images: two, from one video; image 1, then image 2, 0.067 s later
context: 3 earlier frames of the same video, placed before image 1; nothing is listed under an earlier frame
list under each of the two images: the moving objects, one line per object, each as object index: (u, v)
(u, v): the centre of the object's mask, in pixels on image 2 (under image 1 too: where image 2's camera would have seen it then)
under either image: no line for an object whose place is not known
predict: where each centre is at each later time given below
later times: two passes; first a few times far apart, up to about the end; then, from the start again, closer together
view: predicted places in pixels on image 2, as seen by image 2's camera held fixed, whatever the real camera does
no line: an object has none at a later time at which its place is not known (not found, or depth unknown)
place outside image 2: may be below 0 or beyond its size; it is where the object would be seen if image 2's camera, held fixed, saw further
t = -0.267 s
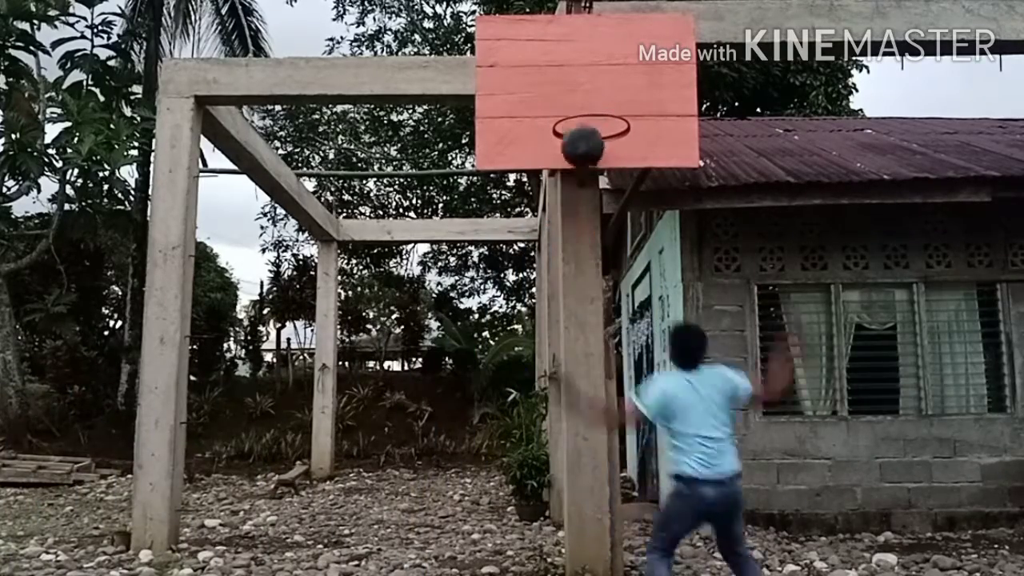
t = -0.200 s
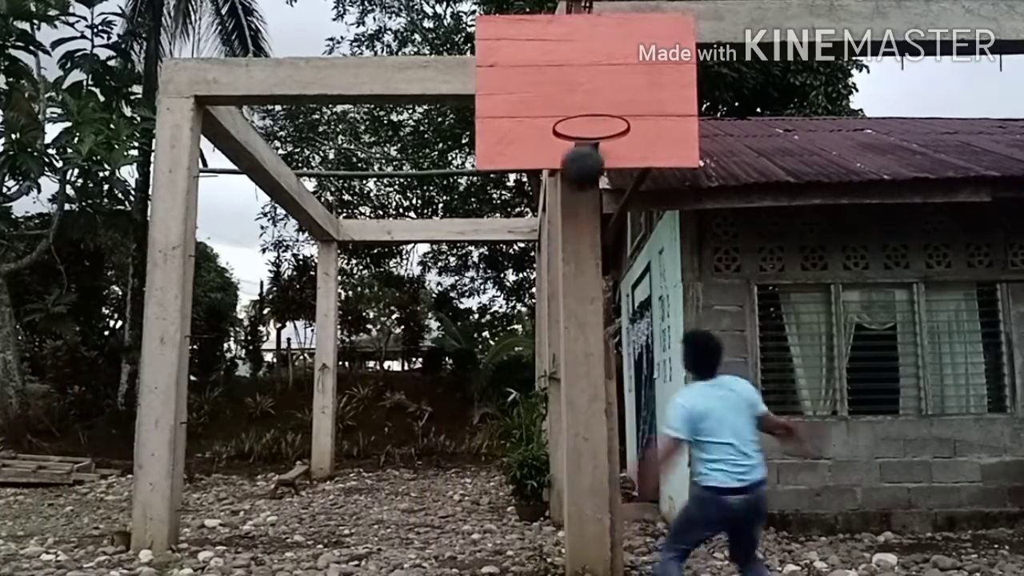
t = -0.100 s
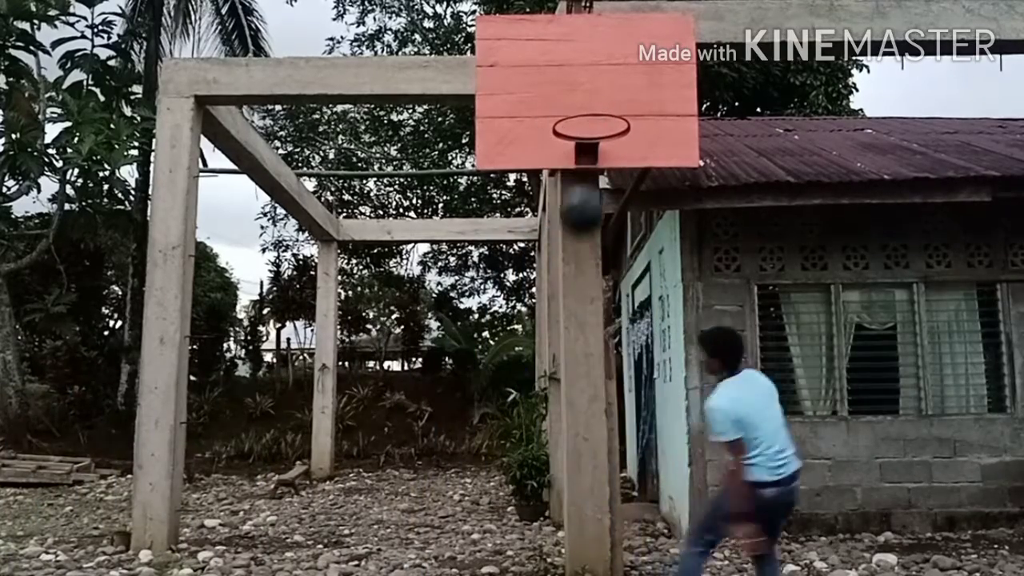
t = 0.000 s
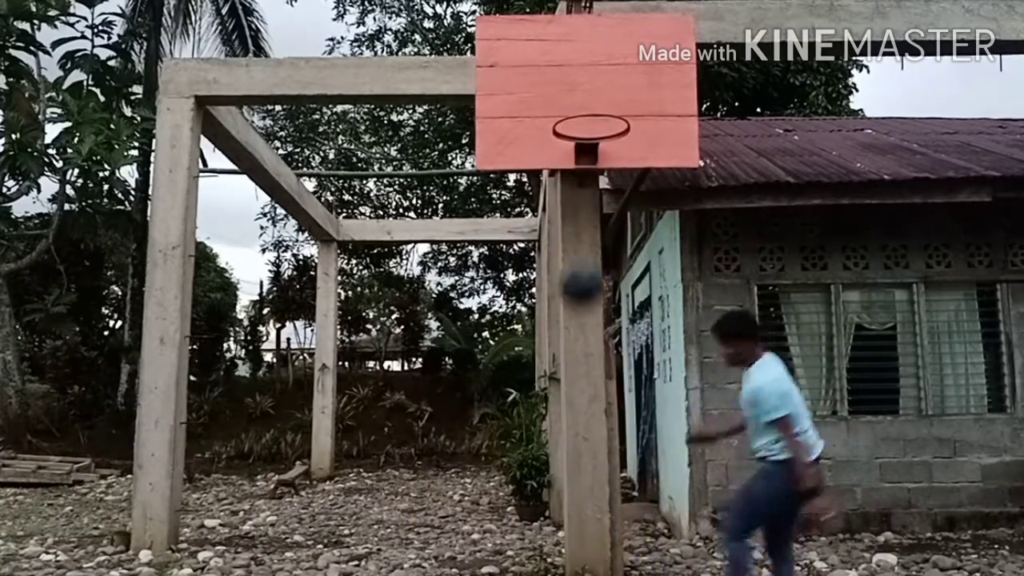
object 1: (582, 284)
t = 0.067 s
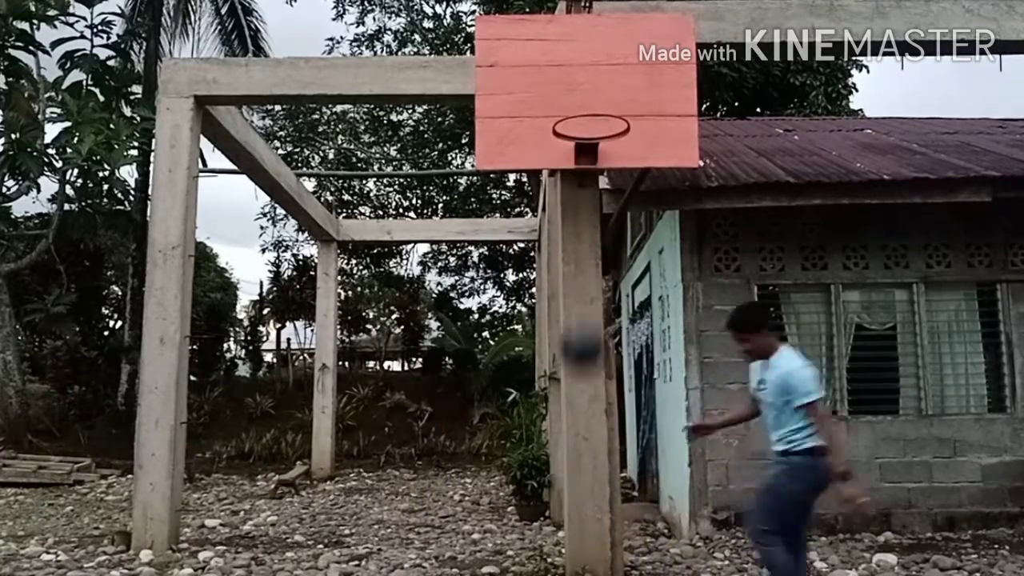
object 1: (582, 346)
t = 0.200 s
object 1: (587, 517)
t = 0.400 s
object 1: (588, 537)
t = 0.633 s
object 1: (585, 338)
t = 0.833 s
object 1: (586, 255)
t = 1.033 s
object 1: (588, 266)
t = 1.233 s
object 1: (595, 413)
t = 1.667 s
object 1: (610, 547)
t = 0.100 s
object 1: (584, 382)
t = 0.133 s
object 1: (585, 423)
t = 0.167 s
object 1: (585, 471)
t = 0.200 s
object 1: (587, 517)
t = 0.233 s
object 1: (590, 562)
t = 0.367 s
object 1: (595, 566)
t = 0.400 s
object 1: (588, 537)
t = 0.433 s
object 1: (587, 500)
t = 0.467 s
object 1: (586, 467)
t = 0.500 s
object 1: (587, 439)
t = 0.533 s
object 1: (586, 410)
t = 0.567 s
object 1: (586, 384)
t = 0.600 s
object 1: (587, 360)
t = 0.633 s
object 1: (585, 338)
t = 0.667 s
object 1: (585, 317)
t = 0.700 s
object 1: (585, 300)
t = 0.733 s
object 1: (586, 286)
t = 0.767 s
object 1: (586, 274)
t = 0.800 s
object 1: (586, 263)
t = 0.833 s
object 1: (586, 255)
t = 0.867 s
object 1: (586, 250)
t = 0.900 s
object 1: (586, 247)
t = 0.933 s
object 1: (586, 247)
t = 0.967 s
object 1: (587, 251)
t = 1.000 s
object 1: (587, 256)
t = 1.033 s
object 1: (588, 266)
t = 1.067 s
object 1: (588, 281)
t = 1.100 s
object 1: (590, 296)
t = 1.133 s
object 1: (591, 319)
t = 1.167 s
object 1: (592, 344)
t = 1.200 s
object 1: (593, 375)
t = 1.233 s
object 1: (595, 413)
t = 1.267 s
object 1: (596, 455)
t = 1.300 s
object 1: (599, 504)
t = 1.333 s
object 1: (599, 551)
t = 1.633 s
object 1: (610, 565)
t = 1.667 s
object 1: (610, 547)
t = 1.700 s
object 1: (611, 522)
